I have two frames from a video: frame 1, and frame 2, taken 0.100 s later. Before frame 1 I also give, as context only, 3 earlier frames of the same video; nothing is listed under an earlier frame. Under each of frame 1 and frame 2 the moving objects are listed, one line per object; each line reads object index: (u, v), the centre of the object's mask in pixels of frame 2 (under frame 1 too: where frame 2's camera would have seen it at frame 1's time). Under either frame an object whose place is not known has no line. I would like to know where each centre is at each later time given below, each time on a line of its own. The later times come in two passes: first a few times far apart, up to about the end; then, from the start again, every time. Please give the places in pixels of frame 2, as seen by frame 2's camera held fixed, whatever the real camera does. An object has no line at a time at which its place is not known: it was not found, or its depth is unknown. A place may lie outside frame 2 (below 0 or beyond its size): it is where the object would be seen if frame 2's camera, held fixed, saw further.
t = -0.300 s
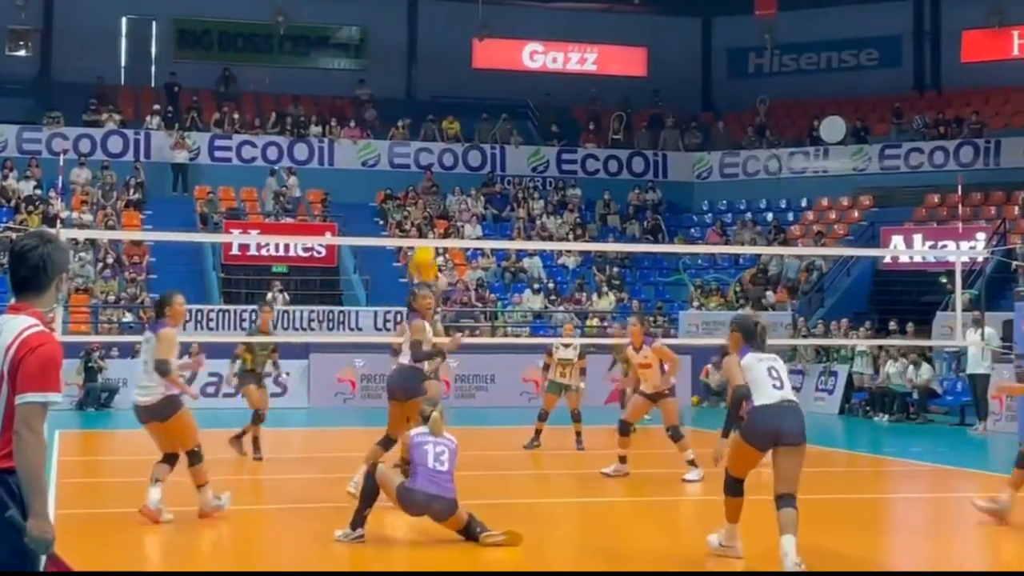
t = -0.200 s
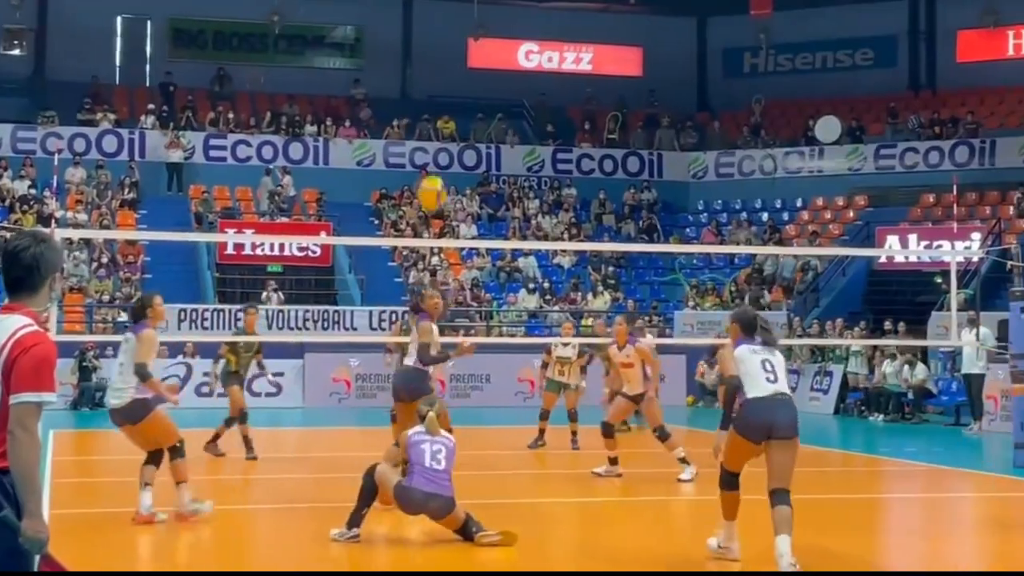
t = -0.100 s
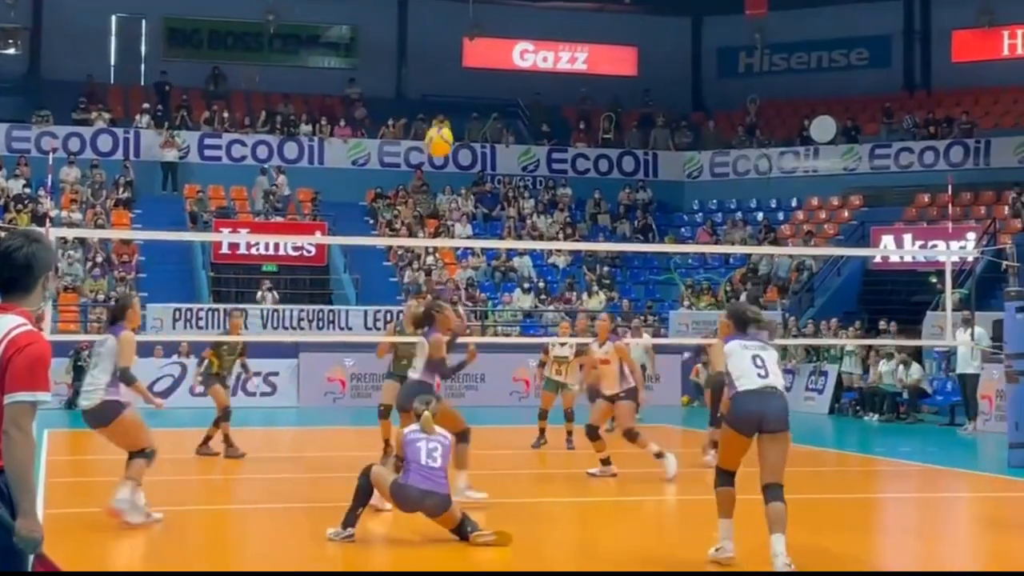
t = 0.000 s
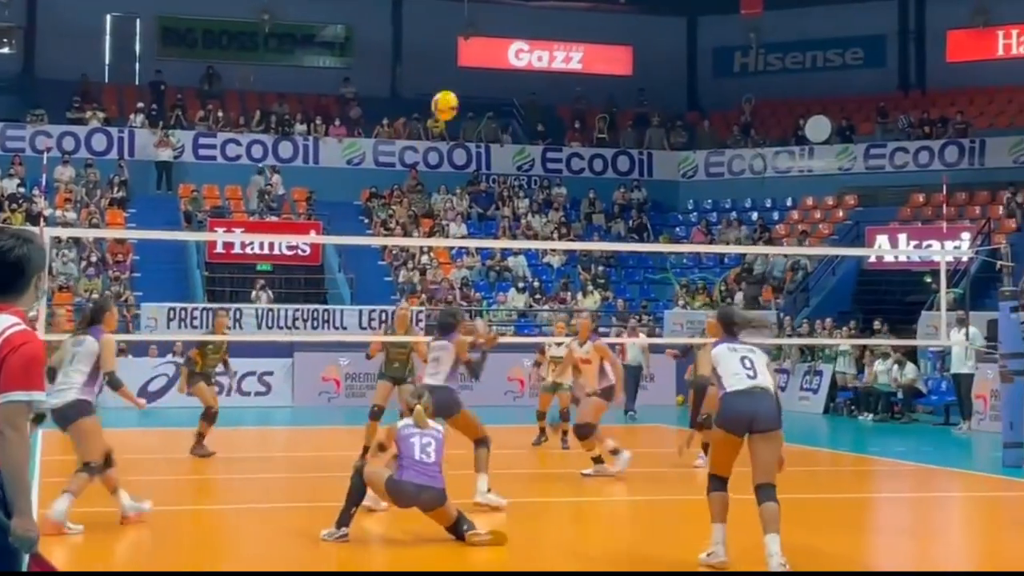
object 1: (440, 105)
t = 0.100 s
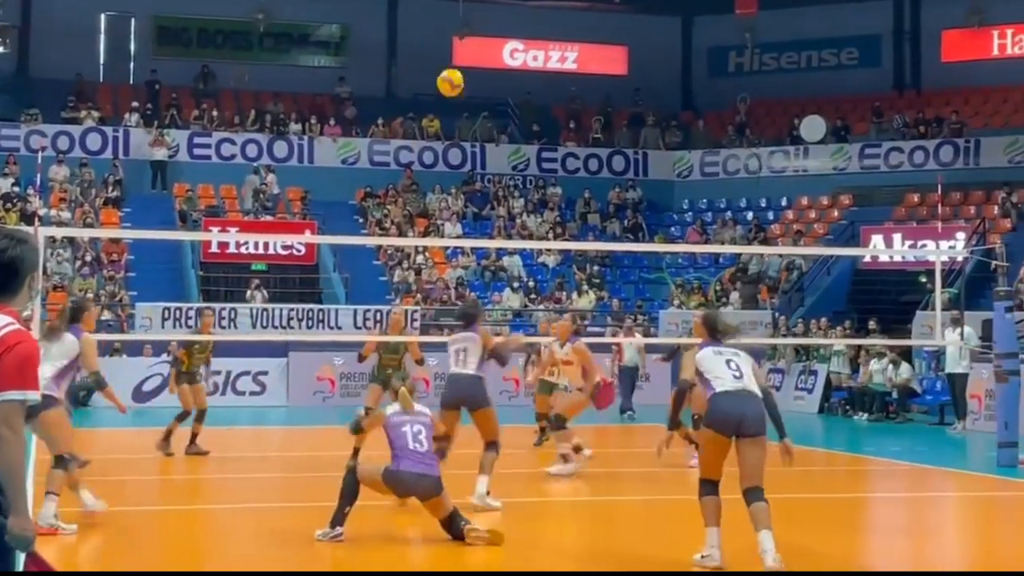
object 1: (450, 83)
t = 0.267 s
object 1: (466, 73)
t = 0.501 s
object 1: (485, 107)
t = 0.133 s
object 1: (454, 78)
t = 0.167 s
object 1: (457, 75)
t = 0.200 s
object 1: (460, 73)
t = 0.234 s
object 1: (463, 72)
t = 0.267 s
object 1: (466, 73)
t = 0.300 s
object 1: (469, 74)
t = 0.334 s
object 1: (472, 77)
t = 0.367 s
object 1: (475, 81)
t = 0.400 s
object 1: (477, 86)
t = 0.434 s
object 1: (480, 92)
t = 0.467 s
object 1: (482, 99)
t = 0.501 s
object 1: (485, 107)
